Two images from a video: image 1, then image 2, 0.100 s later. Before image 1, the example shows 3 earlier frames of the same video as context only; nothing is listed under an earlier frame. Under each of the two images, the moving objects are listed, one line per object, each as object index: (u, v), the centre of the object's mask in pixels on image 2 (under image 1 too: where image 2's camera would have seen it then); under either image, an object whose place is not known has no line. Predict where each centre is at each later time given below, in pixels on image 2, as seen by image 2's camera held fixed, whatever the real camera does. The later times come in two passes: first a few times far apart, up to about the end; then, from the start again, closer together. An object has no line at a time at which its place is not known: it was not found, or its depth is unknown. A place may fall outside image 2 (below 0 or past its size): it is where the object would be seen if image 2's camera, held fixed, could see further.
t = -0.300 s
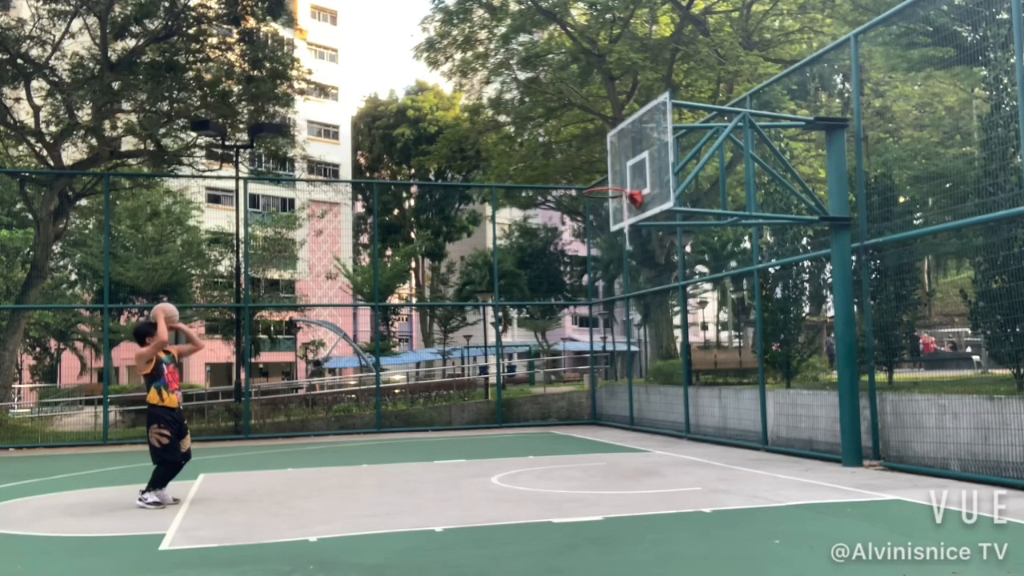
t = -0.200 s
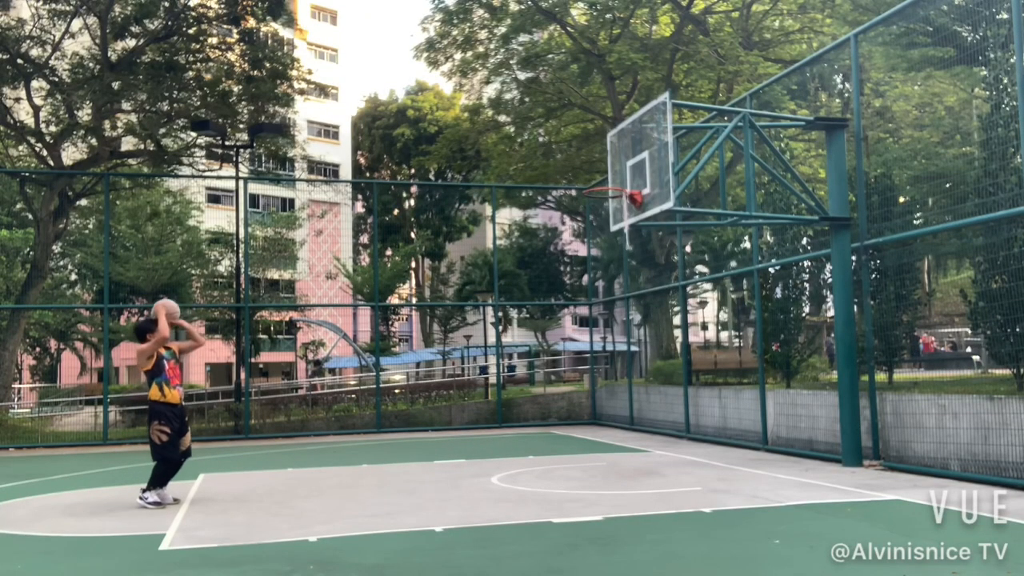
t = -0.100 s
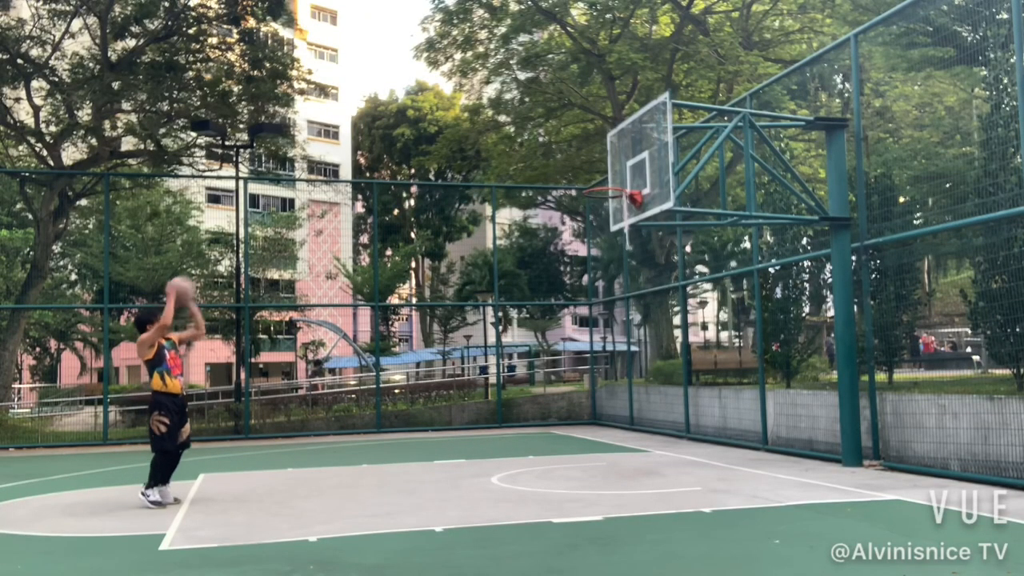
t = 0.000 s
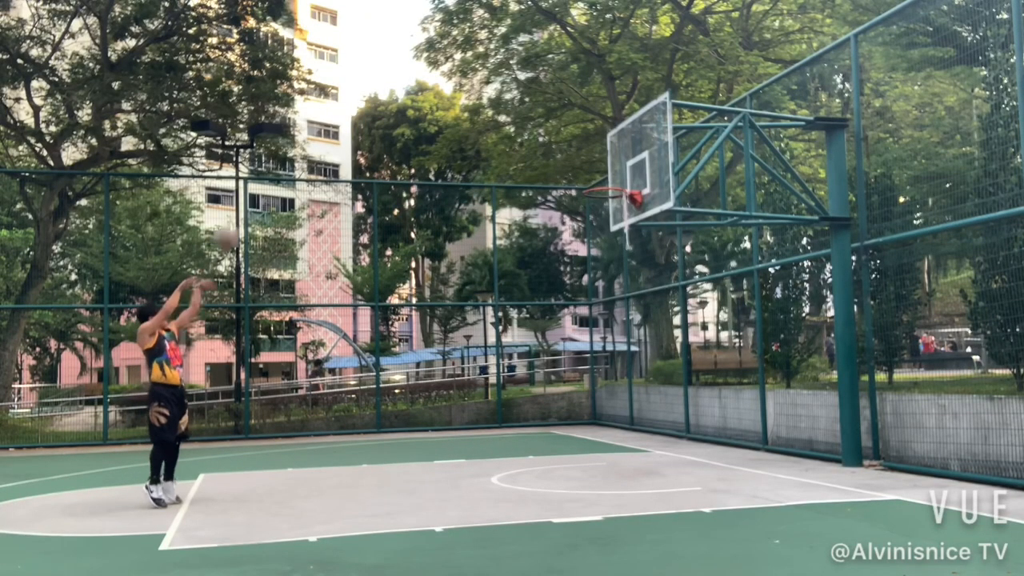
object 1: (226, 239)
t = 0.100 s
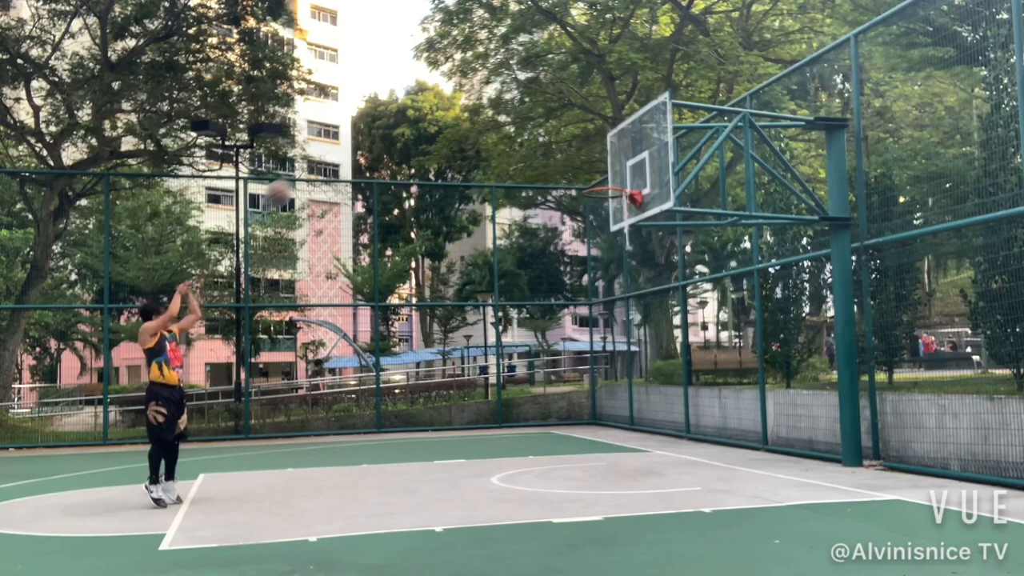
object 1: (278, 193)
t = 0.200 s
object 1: (327, 160)
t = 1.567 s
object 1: (689, 437)
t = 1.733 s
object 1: (704, 387)
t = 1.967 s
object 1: (722, 322)
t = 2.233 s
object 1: (744, 302)
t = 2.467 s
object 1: (765, 325)
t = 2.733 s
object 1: (775, 388)
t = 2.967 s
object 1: (757, 419)
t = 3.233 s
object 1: (707, 383)
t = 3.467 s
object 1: (665, 394)
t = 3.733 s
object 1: (621, 437)
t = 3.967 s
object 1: (590, 403)
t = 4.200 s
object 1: (560, 407)
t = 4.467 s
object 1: (528, 434)
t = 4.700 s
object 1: (501, 413)
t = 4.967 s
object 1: (470, 435)
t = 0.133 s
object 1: (294, 181)
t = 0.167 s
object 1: (311, 169)
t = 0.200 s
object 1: (327, 160)
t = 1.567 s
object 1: (689, 437)
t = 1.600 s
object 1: (693, 450)
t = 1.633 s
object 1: (695, 433)
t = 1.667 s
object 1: (697, 417)
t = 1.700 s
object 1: (700, 402)
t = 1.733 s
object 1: (704, 387)
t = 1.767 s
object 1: (706, 376)
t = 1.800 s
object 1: (708, 365)
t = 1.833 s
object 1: (711, 354)
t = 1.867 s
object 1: (713, 345)
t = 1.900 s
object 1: (716, 337)
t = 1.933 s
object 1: (720, 329)
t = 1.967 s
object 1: (722, 322)
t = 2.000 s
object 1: (724, 318)
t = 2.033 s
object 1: (727, 312)
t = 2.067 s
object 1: (731, 308)
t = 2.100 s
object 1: (733, 306)
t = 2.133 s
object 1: (737, 304)
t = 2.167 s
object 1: (739, 303)
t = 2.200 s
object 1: (742, 303)
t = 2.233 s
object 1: (744, 302)
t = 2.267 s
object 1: (746, 303)
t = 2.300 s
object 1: (749, 304)
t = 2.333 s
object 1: (753, 307)
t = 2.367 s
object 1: (756, 311)
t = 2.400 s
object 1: (758, 315)
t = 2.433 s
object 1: (762, 320)
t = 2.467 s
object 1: (765, 325)
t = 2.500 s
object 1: (768, 332)
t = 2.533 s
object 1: (771, 340)
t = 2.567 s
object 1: (774, 347)
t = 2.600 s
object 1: (777, 356)
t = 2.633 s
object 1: (778, 365)
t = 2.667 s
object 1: (777, 372)
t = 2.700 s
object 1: (776, 380)
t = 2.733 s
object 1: (775, 388)
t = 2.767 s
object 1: (776, 399)
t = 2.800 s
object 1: (774, 411)
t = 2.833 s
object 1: (773, 422)
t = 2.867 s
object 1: (773, 434)
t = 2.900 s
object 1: (768, 437)
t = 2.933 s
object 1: (764, 427)
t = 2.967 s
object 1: (757, 419)
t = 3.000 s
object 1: (750, 413)
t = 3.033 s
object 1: (744, 406)
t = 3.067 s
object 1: (737, 401)
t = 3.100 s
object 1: (732, 395)
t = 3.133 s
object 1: (725, 391)
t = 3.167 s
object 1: (719, 388)
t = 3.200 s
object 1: (713, 385)
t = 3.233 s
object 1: (707, 383)
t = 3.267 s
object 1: (701, 382)
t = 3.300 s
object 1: (695, 383)
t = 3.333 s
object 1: (689, 383)
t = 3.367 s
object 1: (683, 385)
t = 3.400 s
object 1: (677, 387)
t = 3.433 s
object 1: (671, 390)
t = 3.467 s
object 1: (665, 394)
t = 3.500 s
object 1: (659, 399)
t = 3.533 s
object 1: (654, 404)
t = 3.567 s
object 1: (648, 410)
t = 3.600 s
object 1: (643, 417)
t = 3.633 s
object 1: (638, 426)
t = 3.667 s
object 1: (631, 435)
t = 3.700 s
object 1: (626, 444)
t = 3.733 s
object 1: (621, 437)
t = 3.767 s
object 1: (617, 428)
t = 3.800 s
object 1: (612, 422)
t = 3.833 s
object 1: (608, 416)
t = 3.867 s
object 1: (603, 412)
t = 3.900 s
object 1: (598, 408)
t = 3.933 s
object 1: (594, 405)
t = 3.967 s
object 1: (590, 403)
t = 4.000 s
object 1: (585, 402)
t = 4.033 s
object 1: (582, 401)
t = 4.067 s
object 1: (577, 399)
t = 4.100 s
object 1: (573, 400)
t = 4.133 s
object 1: (568, 401)
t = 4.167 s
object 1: (564, 403)
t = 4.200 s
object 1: (560, 407)
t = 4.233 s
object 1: (556, 411)
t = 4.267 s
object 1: (552, 415)
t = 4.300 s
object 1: (548, 421)
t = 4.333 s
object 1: (544, 427)
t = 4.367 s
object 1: (540, 434)
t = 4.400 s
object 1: (536, 442)
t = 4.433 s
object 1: (532, 441)
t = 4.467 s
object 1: (528, 434)
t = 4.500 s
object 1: (524, 428)
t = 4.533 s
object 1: (520, 424)
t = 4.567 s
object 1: (516, 419)
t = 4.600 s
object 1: (512, 416)
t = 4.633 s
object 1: (508, 414)
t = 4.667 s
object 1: (504, 413)
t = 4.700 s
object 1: (501, 413)
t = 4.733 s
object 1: (497, 413)
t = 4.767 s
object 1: (493, 414)
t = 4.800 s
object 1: (489, 415)
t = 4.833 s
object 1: (485, 416)
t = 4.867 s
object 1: (482, 420)
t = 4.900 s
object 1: (478, 424)
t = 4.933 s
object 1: (474, 429)
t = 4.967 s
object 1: (470, 435)
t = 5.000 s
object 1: (467, 443)
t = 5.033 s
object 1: (464, 446)
